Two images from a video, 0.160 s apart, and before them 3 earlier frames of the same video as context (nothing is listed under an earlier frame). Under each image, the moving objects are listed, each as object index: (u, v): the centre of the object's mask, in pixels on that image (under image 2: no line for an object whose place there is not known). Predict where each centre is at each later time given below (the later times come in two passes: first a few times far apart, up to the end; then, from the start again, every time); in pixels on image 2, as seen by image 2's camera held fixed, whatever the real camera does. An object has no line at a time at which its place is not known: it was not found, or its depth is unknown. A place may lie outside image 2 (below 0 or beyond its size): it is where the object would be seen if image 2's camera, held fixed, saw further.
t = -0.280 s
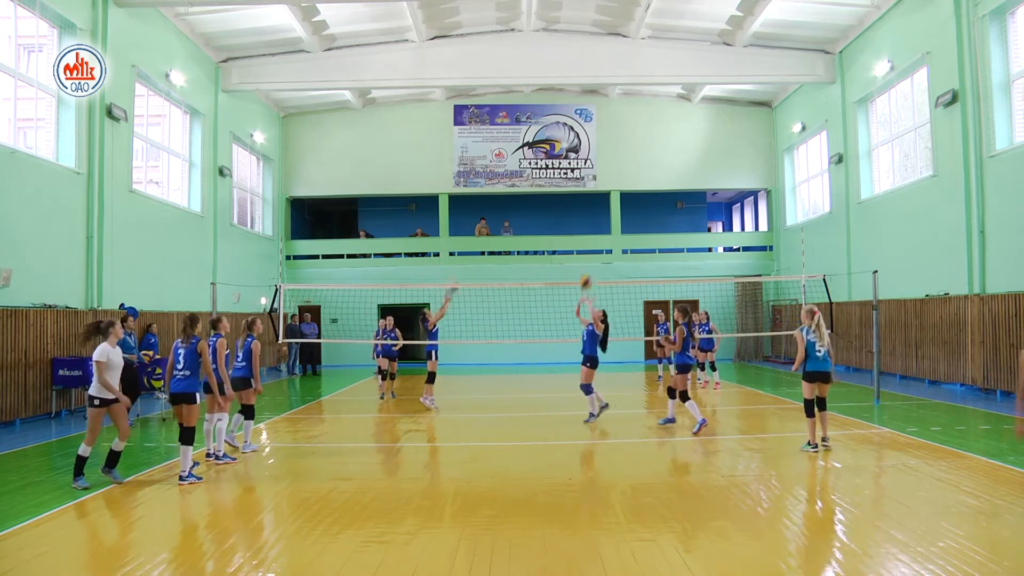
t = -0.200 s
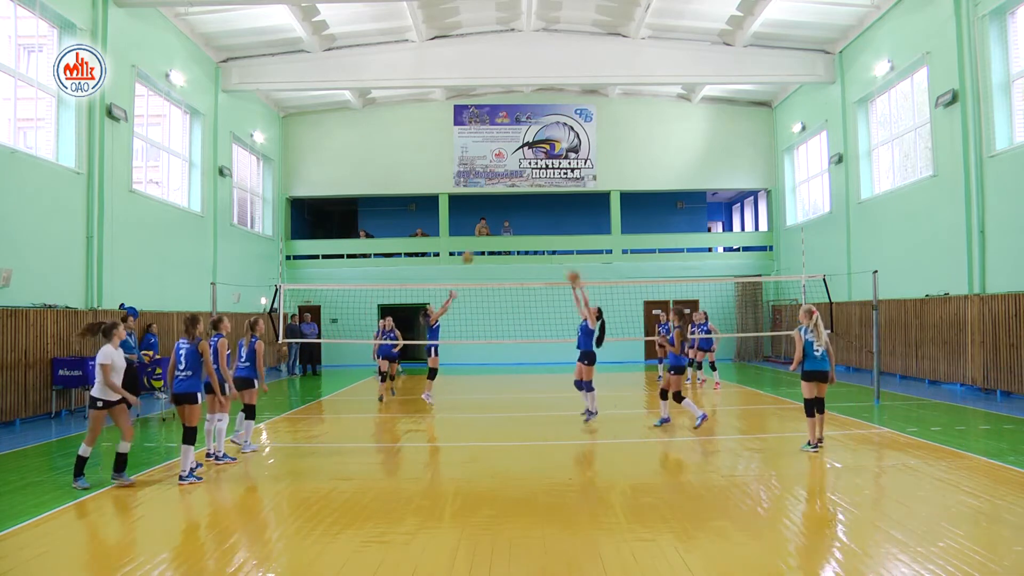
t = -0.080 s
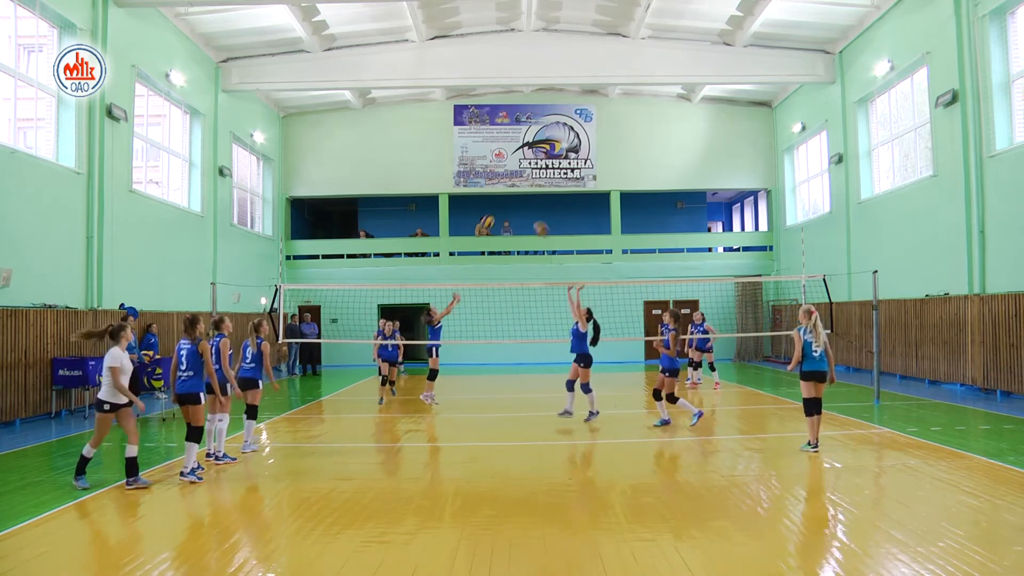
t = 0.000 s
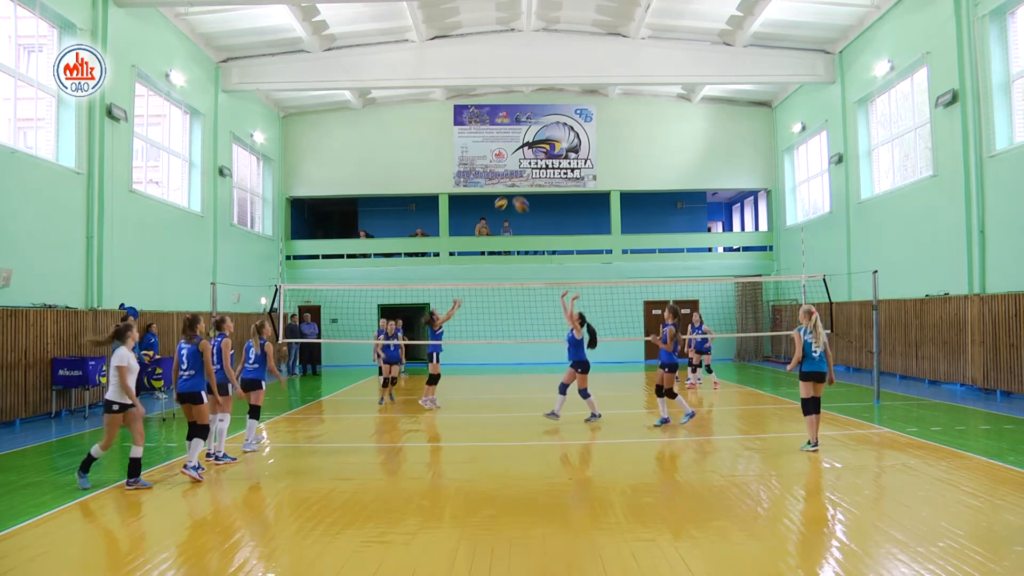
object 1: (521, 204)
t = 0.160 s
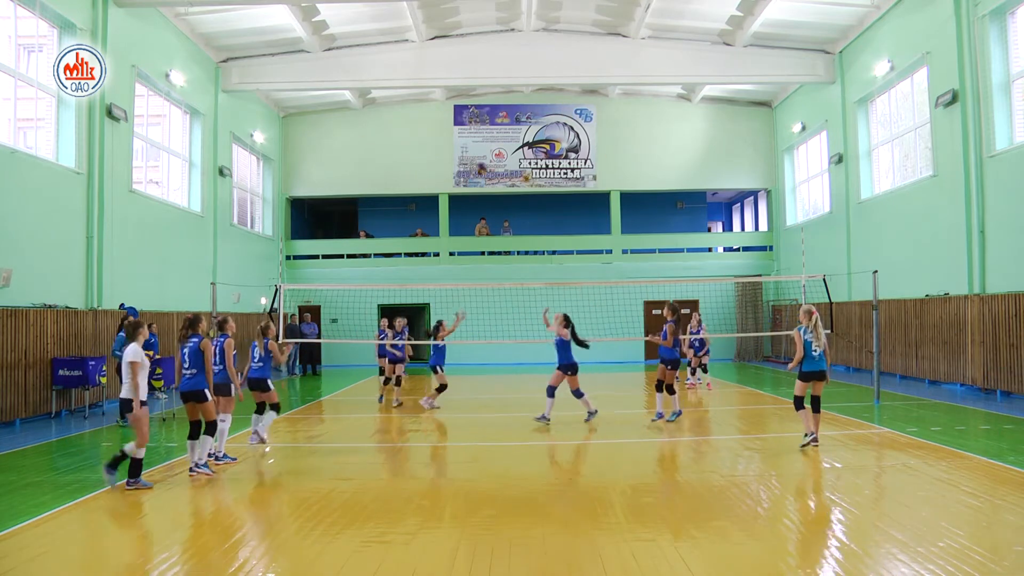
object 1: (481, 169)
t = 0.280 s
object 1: (451, 152)
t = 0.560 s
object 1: (383, 150)
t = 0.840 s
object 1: (316, 200)
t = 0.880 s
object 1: (307, 211)
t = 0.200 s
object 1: (471, 163)
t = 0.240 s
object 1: (461, 158)
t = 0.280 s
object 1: (451, 152)
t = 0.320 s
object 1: (441, 149)
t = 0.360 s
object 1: (432, 147)
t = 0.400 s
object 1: (422, 145)
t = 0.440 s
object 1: (412, 145)
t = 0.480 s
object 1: (402, 145)
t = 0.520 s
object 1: (393, 147)
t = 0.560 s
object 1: (383, 150)
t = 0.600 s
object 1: (374, 154)
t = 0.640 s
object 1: (364, 159)
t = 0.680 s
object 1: (355, 165)
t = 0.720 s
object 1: (345, 172)
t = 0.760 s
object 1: (335, 180)
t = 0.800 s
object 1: (326, 189)
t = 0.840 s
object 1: (316, 200)
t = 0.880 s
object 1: (307, 211)
